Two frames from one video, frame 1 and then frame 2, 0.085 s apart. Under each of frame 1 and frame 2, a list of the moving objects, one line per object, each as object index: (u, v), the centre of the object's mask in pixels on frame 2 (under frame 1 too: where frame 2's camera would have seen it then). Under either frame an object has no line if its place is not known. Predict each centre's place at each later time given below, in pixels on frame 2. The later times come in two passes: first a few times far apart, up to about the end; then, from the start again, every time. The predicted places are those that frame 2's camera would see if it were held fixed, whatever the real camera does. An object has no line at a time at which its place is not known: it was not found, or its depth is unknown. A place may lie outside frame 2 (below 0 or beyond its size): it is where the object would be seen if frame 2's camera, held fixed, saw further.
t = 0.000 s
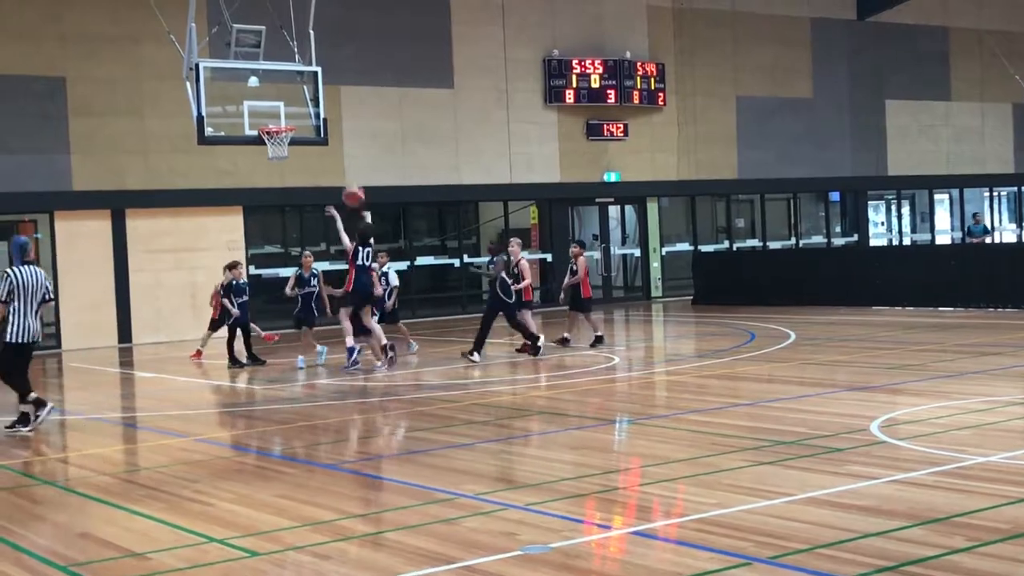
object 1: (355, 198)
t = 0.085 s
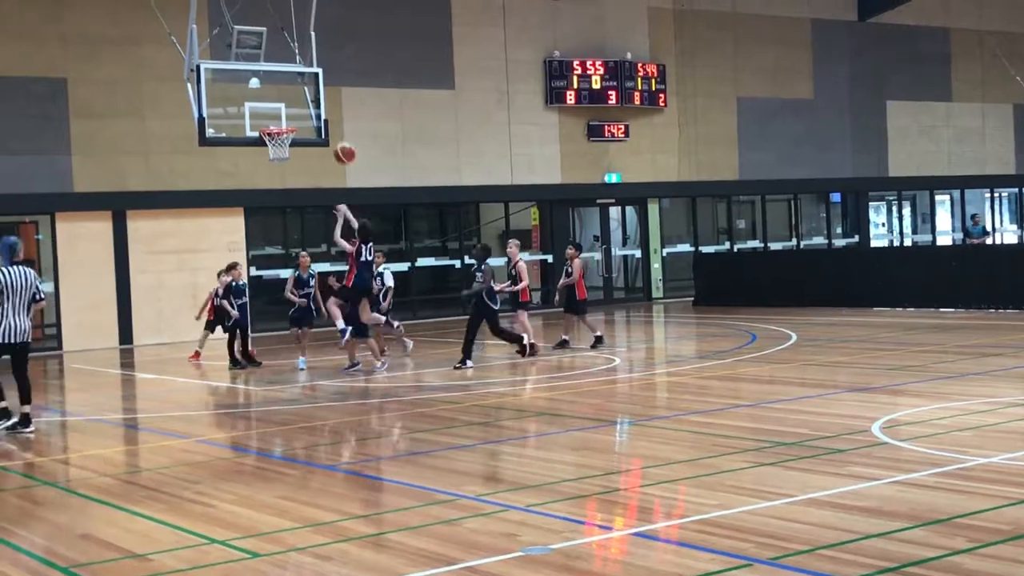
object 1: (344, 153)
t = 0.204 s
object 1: (333, 107)
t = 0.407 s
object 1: (315, 57)
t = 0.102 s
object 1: (343, 146)
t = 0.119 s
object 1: (341, 138)
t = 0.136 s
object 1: (340, 131)
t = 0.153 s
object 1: (338, 124)
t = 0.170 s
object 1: (337, 118)
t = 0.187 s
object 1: (335, 112)
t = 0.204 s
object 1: (333, 107)
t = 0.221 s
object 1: (331, 100)
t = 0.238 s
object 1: (330, 95)
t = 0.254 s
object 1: (329, 89)
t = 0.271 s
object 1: (326, 85)
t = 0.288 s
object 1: (325, 81)
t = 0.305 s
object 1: (323, 76)
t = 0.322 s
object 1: (321, 73)
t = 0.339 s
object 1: (319, 69)
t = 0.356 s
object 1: (318, 65)
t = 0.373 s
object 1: (318, 63)
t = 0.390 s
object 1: (316, 60)
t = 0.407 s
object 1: (315, 57)
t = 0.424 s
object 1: (313, 55)
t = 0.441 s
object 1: (312, 54)
